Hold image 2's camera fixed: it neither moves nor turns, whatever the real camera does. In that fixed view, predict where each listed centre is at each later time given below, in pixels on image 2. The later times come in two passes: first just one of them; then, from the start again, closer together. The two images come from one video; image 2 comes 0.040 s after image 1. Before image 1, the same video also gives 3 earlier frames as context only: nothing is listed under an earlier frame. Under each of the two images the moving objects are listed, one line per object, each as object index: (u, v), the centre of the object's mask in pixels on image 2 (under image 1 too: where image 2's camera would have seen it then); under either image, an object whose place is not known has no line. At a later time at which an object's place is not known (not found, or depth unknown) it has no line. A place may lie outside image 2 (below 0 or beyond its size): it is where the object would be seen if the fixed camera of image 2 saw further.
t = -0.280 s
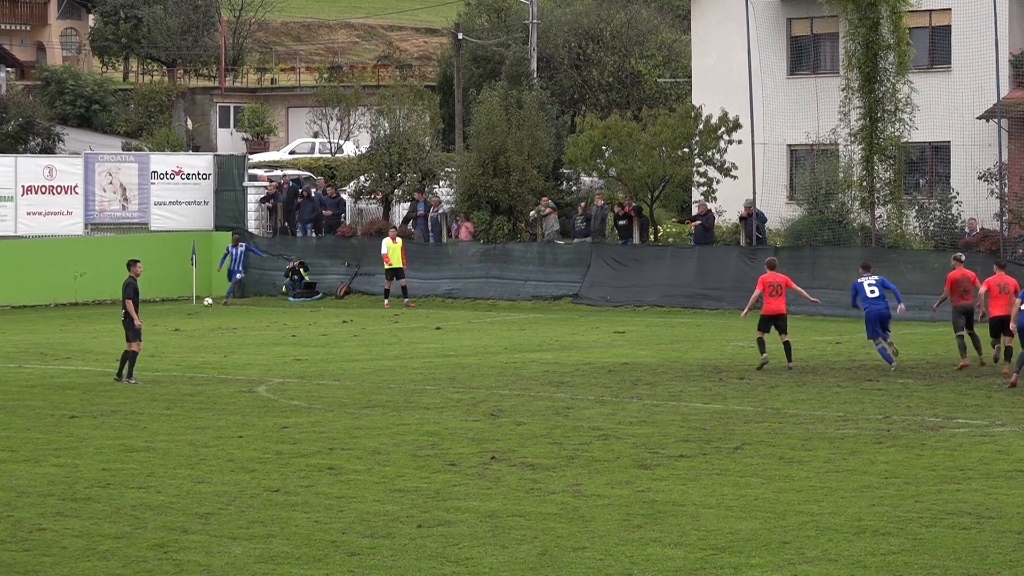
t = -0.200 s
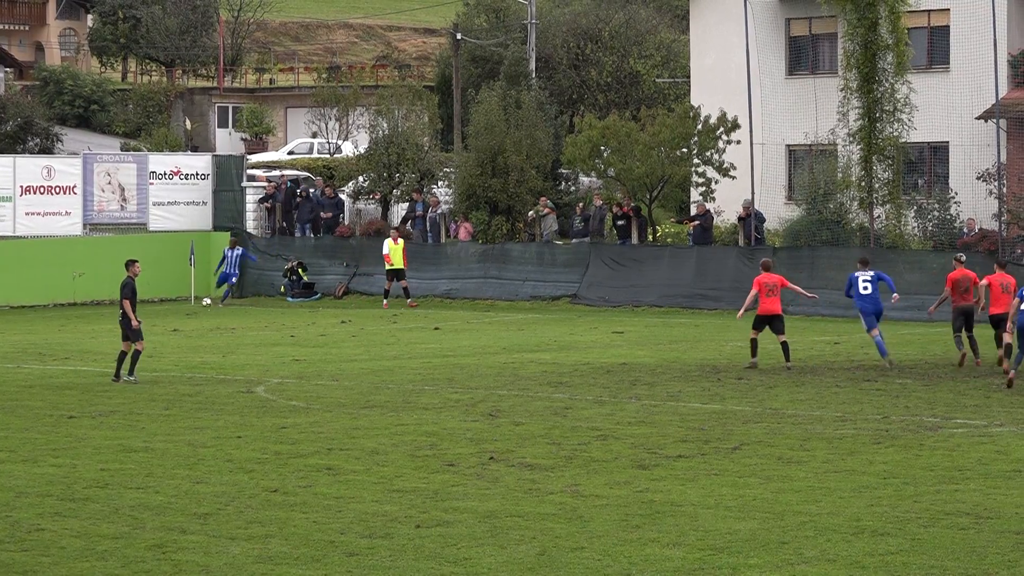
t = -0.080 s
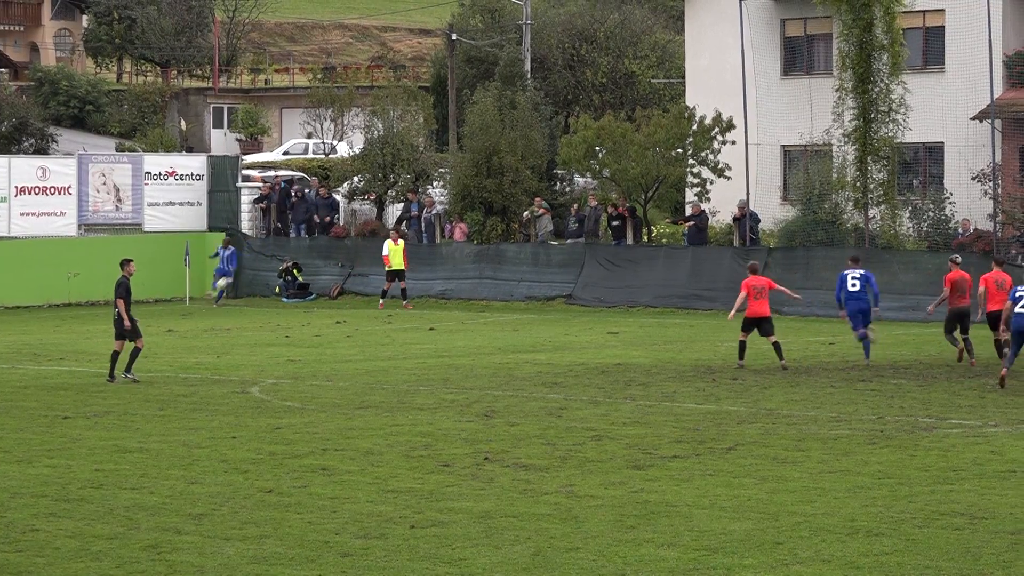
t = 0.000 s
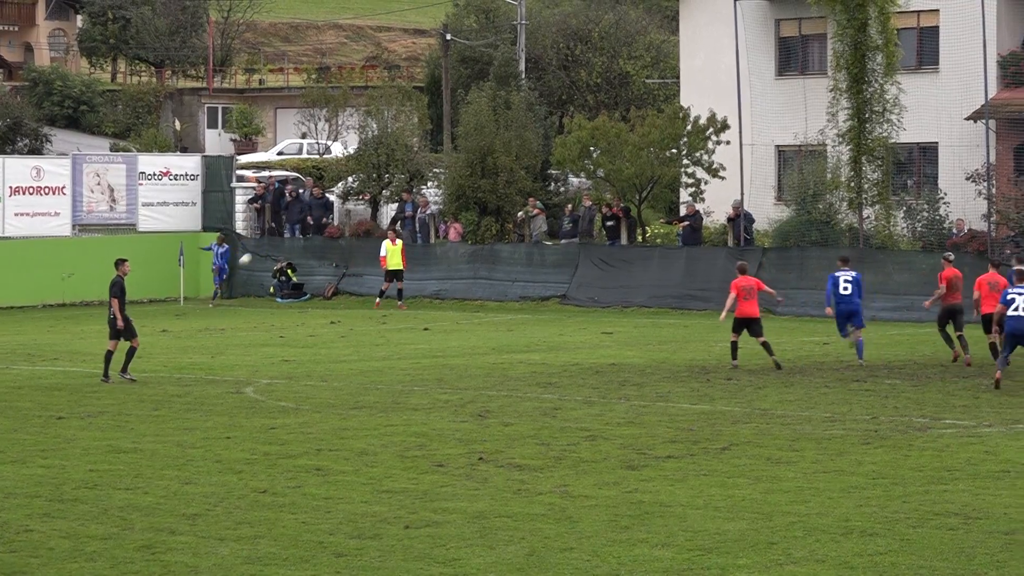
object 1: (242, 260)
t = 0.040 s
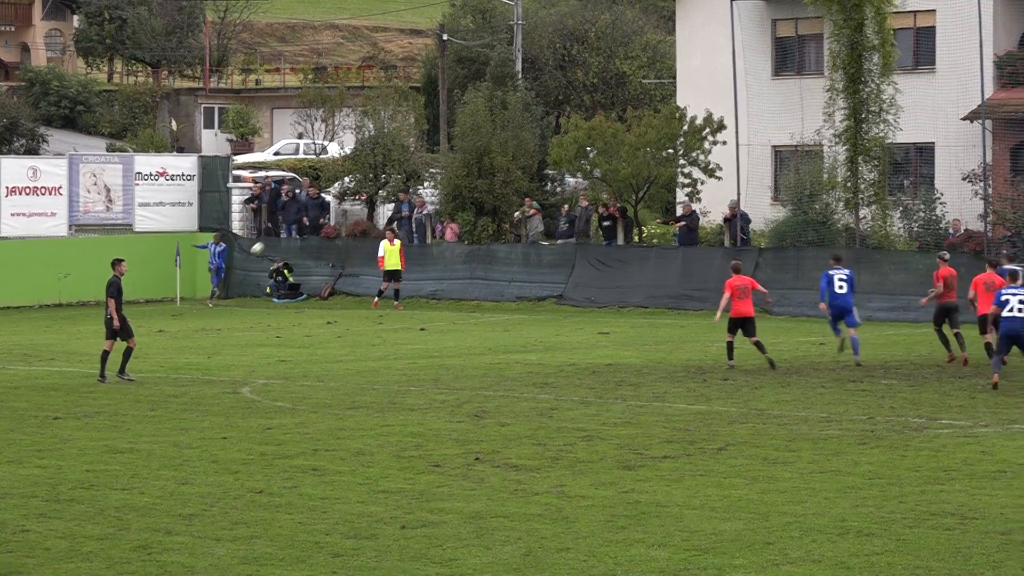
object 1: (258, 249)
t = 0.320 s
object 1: (385, 185)
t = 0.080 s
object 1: (274, 238)
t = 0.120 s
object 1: (291, 229)
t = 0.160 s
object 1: (308, 219)
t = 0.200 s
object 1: (326, 209)
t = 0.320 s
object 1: (385, 185)
